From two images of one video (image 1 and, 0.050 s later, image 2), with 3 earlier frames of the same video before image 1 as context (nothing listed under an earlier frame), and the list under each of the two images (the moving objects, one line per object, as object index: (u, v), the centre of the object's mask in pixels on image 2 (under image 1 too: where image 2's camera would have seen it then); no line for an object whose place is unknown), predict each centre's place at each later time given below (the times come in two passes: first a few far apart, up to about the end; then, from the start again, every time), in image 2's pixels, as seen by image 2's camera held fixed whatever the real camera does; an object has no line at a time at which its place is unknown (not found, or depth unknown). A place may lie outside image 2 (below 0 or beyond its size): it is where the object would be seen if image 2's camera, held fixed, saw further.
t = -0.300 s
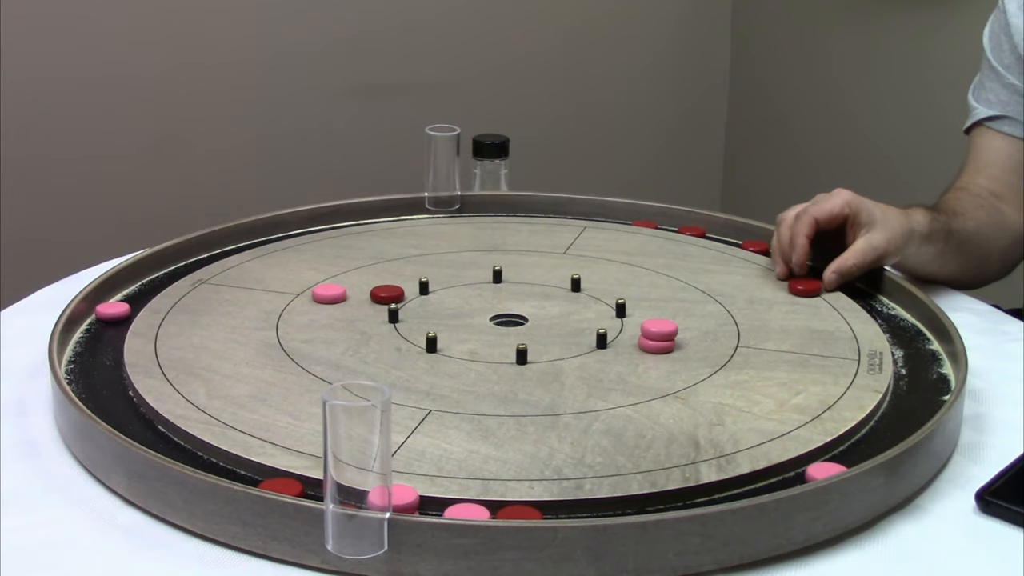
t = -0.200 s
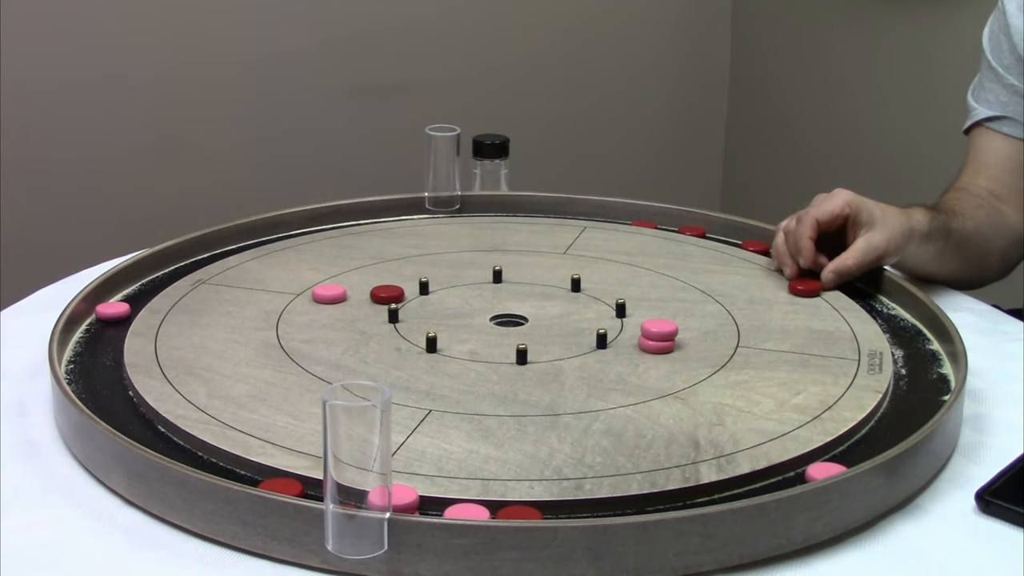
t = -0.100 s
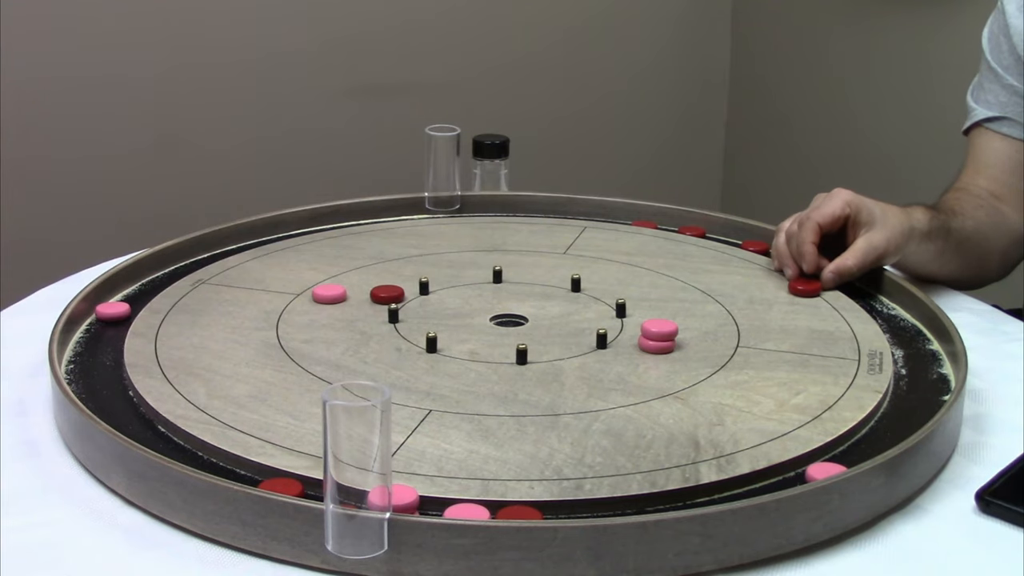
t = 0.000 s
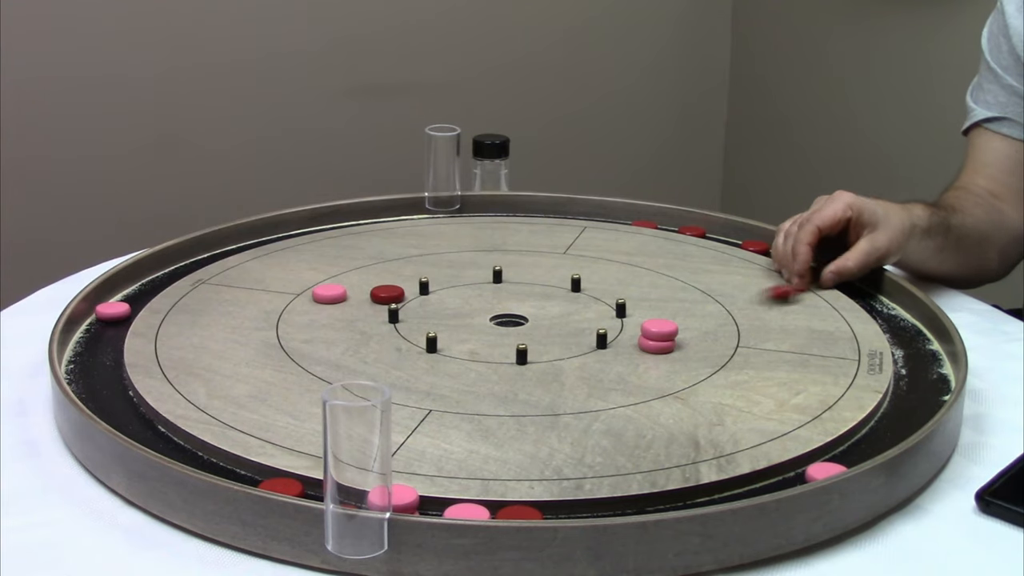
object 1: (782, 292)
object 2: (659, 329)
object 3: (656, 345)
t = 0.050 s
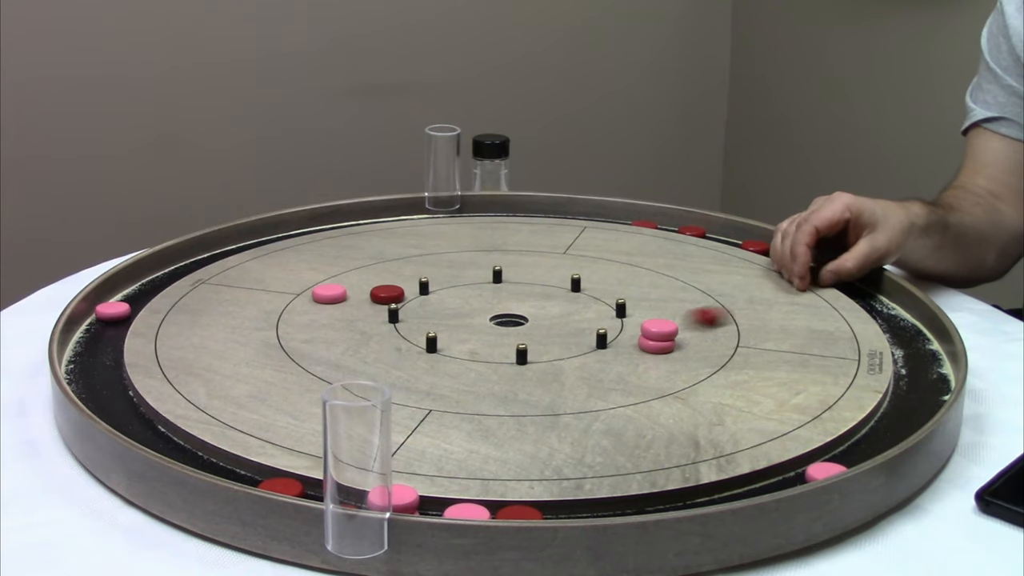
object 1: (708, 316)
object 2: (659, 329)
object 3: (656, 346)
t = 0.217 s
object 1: (547, 319)
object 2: (633, 352)
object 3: (578, 411)
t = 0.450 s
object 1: (554, 310)
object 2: (599, 392)
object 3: (445, 505)
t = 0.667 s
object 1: (583, 314)
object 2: (585, 415)
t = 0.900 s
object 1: (590, 314)
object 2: (577, 420)
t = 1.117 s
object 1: (590, 315)
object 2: (577, 420)
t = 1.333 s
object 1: (590, 315)
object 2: (577, 420)
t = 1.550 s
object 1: (590, 315)
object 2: (577, 420)
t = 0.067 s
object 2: (659, 329)
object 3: (656, 346)
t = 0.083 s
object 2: (658, 325)
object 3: (651, 347)
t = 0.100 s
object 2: (654, 321)
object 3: (644, 352)
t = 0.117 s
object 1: (626, 324)
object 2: (652, 318)
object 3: (635, 360)
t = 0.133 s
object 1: (614, 321)
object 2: (649, 318)
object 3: (626, 368)
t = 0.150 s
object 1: (600, 322)
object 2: (647, 321)
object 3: (616, 377)
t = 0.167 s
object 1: (586, 320)
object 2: (642, 329)
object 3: (606, 385)
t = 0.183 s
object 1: (573, 319)
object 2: (639, 340)
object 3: (597, 393)
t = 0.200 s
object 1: (559, 319)
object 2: (635, 350)
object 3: (587, 402)
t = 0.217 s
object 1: (547, 319)
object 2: (633, 352)
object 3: (578, 411)
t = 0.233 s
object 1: (534, 318)
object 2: (629, 355)
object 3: (567, 419)
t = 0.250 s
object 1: (521, 317)
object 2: (627, 355)
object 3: (557, 428)
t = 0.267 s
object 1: (509, 317)
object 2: (624, 356)
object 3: (547, 437)
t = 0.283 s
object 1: (507, 312)
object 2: (621, 361)
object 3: (538, 446)
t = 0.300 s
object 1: (514, 305)
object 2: (619, 365)
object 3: (527, 455)
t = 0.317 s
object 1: (519, 302)
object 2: (617, 364)
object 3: (516, 465)
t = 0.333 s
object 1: (524, 302)
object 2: (614, 367)
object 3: (506, 473)
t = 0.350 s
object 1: (529, 302)
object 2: (612, 371)
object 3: (495, 482)
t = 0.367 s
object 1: (534, 305)
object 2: (610, 375)
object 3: (484, 491)
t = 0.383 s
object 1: (539, 309)
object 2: (608, 375)
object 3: (473, 501)
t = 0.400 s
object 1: (543, 311)
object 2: (606, 377)
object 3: (464, 508)
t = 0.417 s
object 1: (547, 309)
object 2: (603, 383)
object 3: (459, 510)
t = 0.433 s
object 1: (551, 308)
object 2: (602, 388)
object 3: (448, 508)
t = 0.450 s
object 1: (554, 310)
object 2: (599, 392)
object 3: (445, 505)
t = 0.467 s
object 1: (558, 312)
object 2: (598, 396)
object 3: (443, 503)
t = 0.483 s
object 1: (561, 311)
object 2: (597, 395)
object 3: (441, 502)
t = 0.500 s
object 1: (564, 311)
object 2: (596, 395)
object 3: (440, 502)
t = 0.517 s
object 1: (567, 313)
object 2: (595, 399)
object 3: (440, 504)
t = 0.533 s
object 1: (569, 312)
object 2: (593, 401)
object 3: (439, 506)
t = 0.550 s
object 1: (571, 312)
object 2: (592, 407)
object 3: (439, 507)
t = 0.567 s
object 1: (573, 313)
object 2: (591, 408)
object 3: (439, 508)
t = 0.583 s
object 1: (575, 313)
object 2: (590, 408)
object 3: (437, 509)
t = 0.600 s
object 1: (577, 313)
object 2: (589, 409)
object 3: (436, 510)
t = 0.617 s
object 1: (579, 314)
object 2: (588, 413)
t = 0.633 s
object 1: (580, 314)
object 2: (587, 416)
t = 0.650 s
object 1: (581, 314)
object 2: (586, 416)
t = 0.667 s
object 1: (583, 314)
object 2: (585, 415)
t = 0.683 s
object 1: (584, 314)
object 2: (584, 417)
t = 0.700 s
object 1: (585, 314)
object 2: (583, 419)
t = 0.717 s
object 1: (586, 314)
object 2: (582, 419)
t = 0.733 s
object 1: (587, 314)
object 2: (581, 418)
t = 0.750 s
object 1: (588, 314)
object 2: (580, 420)
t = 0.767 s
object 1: (588, 314)
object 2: (579, 420)
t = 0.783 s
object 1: (589, 314)
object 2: (578, 420)
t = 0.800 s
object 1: (589, 314)
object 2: (578, 420)
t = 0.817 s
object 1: (590, 314)
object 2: (577, 420)
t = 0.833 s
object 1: (590, 314)
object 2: (577, 420)
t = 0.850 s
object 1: (590, 314)
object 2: (577, 420)
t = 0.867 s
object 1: (590, 314)
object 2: (577, 420)
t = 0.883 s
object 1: (590, 314)
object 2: (577, 420)
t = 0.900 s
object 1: (590, 314)
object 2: (577, 420)
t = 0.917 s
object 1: (590, 314)
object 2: (577, 420)
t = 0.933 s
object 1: (590, 314)
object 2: (577, 420)
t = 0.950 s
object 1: (590, 314)
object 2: (577, 420)
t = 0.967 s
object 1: (590, 314)
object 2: (577, 420)
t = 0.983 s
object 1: (590, 314)
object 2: (577, 420)
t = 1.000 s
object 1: (590, 315)
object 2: (577, 420)
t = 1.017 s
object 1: (590, 315)
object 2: (577, 420)
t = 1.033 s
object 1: (590, 315)
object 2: (577, 420)
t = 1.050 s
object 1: (590, 314)
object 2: (577, 420)
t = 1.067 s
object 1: (590, 314)
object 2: (577, 420)
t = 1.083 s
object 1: (590, 315)
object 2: (577, 420)
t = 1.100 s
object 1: (590, 315)
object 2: (577, 420)
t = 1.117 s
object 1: (590, 315)
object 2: (577, 420)
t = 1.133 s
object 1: (590, 315)
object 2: (577, 420)
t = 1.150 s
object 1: (590, 315)
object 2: (577, 420)
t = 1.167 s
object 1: (590, 315)
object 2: (577, 420)
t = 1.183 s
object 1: (590, 315)
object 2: (577, 420)
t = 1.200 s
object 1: (590, 315)
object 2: (577, 420)
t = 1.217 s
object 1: (590, 315)
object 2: (577, 420)
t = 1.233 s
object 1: (590, 315)
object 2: (577, 420)
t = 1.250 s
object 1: (590, 315)
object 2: (577, 420)
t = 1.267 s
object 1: (590, 315)
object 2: (577, 420)
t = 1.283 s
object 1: (590, 315)
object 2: (577, 420)
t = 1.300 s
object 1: (590, 315)
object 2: (577, 420)
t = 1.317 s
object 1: (590, 315)
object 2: (577, 420)
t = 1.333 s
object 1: (590, 315)
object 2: (577, 420)
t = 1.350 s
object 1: (590, 315)
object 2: (577, 420)
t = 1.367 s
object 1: (590, 315)
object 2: (577, 420)
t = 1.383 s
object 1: (590, 315)
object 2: (577, 420)
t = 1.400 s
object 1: (590, 314)
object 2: (577, 420)
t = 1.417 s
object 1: (590, 315)
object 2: (577, 420)
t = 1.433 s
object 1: (590, 315)
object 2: (577, 420)
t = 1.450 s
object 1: (590, 315)
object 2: (577, 420)
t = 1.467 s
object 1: (590, 315)
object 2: (577, 420)
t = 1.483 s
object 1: (590, 315)
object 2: (577, 420)
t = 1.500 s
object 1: (590, 315)
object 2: (577, 420)
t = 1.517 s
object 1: (590, 315)
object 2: (577, 420)
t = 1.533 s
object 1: (590, 315)
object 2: (577, 420)
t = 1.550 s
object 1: (590, 315)
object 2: (577, 420)
